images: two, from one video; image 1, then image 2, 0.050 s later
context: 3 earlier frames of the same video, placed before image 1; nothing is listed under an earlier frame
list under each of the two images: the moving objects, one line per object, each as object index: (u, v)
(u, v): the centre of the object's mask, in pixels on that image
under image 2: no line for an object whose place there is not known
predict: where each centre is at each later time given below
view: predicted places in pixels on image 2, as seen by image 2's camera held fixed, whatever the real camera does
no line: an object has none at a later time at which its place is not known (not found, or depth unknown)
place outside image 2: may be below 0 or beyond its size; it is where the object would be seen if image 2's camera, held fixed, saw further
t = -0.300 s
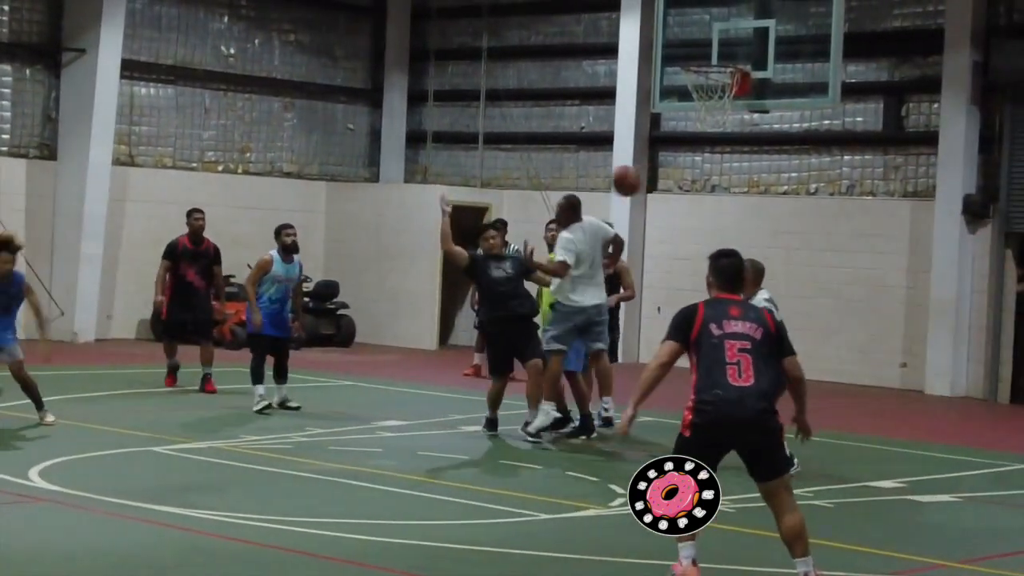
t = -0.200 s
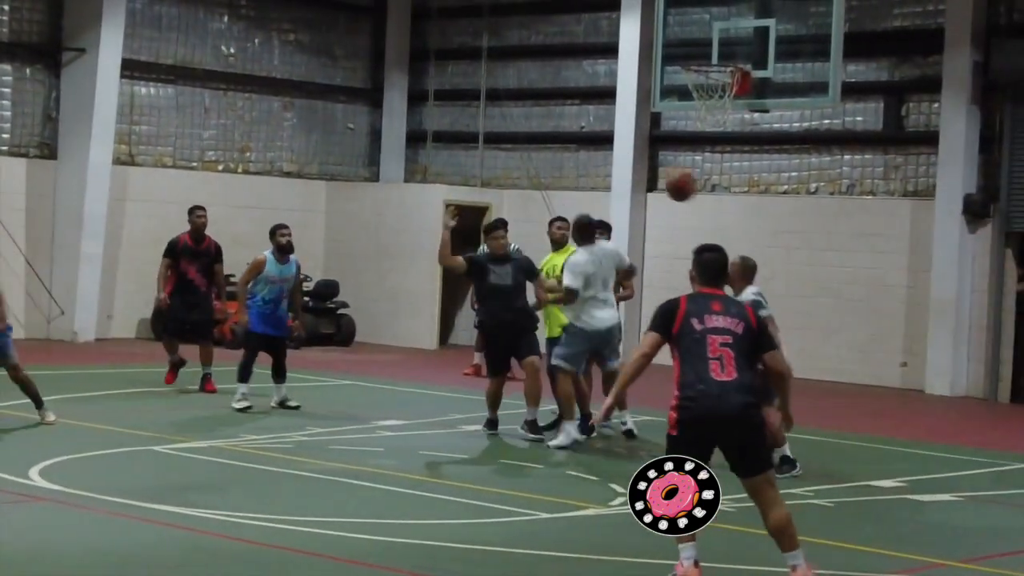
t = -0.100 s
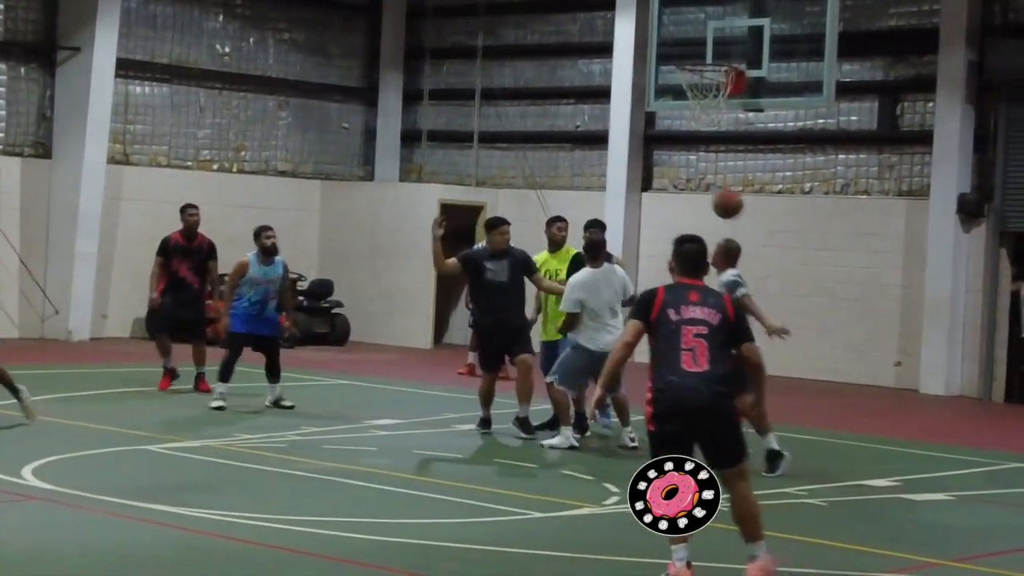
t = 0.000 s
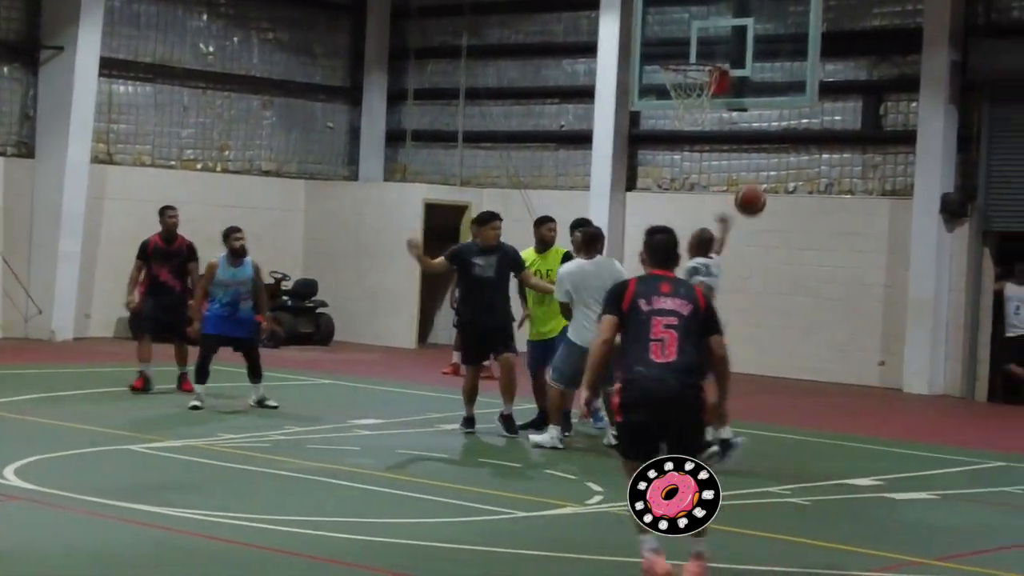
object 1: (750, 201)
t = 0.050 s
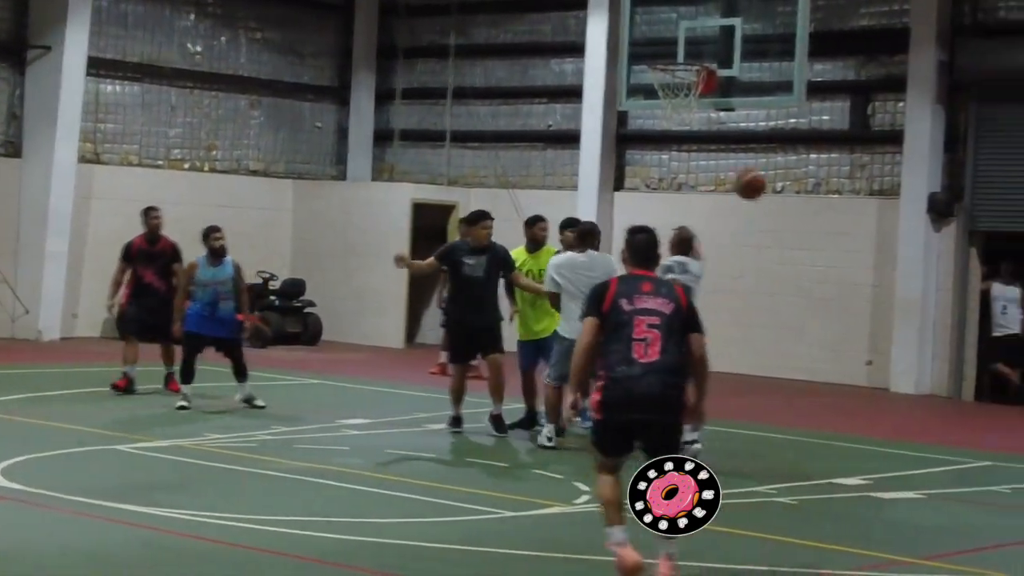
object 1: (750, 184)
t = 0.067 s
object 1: (755, 179)
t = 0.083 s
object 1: (757, 176)
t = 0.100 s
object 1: (761, 170)
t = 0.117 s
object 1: (766, 166)
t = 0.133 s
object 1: (770, 163)
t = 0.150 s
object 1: (774, 160)
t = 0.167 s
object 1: (779, 156)
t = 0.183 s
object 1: (783, 155)
